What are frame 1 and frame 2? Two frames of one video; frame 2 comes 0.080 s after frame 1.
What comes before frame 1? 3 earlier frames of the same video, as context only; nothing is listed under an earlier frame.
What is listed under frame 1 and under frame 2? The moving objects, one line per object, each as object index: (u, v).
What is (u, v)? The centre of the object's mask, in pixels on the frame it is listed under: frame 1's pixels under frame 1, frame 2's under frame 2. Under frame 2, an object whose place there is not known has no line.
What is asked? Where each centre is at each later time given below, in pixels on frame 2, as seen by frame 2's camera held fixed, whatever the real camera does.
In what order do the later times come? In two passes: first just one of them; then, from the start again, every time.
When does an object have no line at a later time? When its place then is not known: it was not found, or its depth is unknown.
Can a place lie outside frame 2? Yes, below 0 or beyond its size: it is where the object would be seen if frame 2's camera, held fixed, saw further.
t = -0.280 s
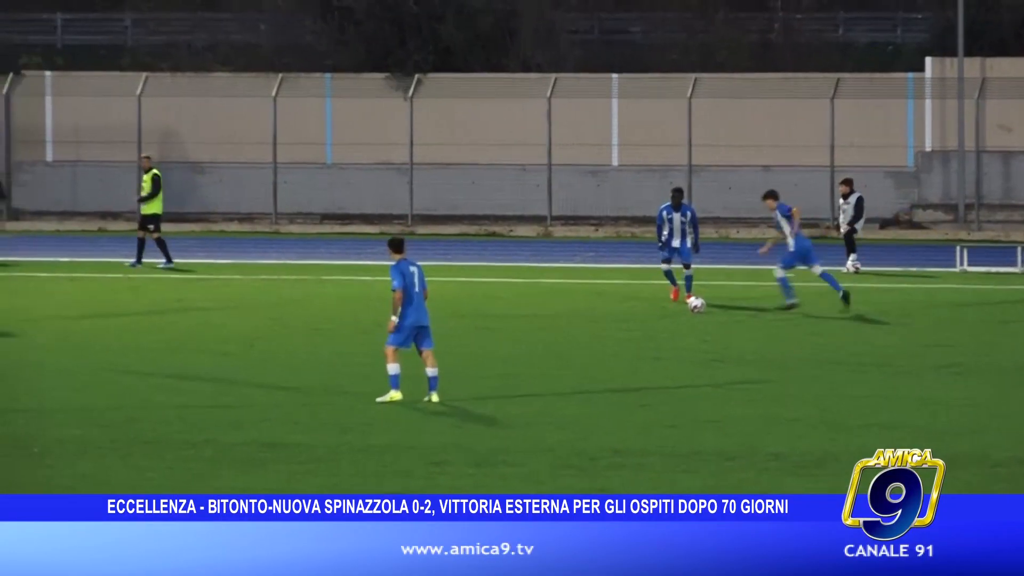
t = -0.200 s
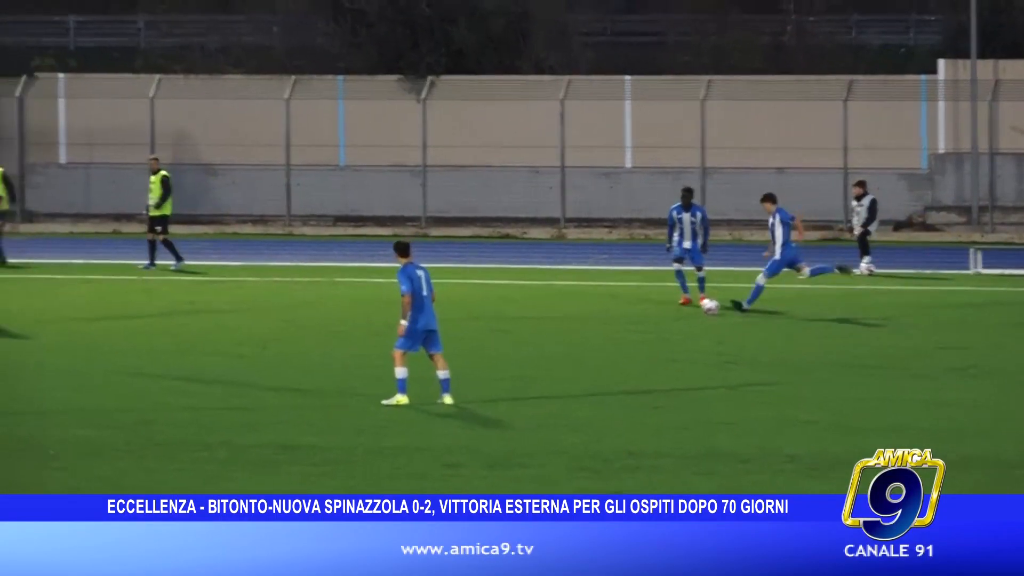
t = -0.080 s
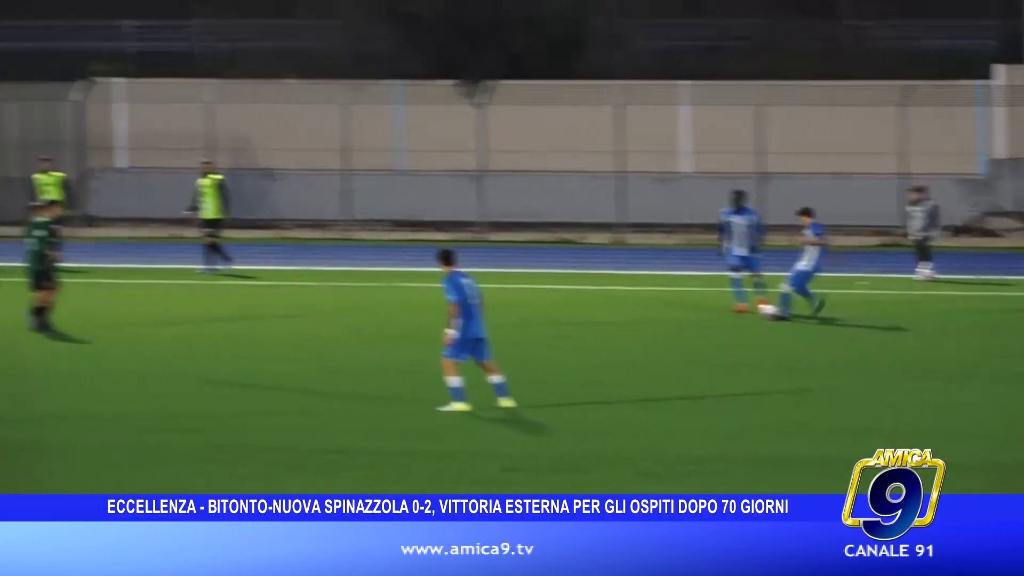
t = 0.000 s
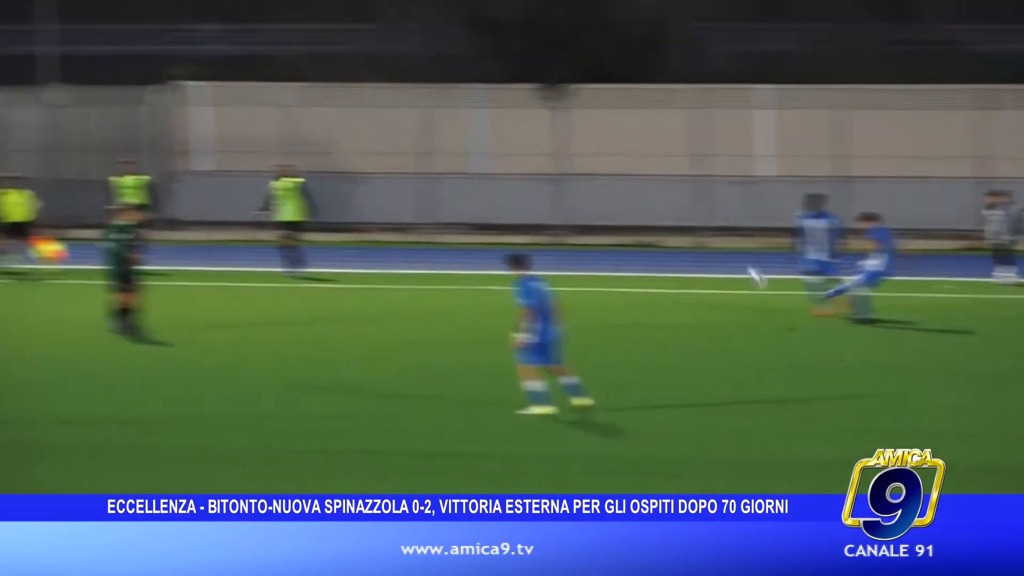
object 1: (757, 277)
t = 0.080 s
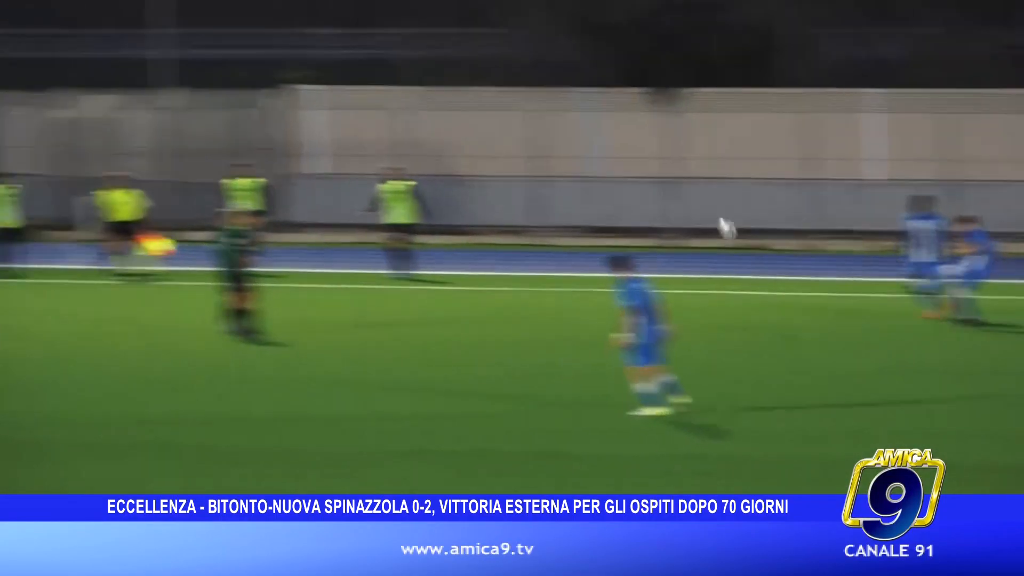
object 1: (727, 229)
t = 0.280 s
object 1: (393, 120)
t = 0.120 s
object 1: (659, 203)
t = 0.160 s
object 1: (592, 179)
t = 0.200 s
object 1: (526, 158)
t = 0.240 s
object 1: (458, 137)
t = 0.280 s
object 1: (393, 120)
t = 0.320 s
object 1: (327, 103)
